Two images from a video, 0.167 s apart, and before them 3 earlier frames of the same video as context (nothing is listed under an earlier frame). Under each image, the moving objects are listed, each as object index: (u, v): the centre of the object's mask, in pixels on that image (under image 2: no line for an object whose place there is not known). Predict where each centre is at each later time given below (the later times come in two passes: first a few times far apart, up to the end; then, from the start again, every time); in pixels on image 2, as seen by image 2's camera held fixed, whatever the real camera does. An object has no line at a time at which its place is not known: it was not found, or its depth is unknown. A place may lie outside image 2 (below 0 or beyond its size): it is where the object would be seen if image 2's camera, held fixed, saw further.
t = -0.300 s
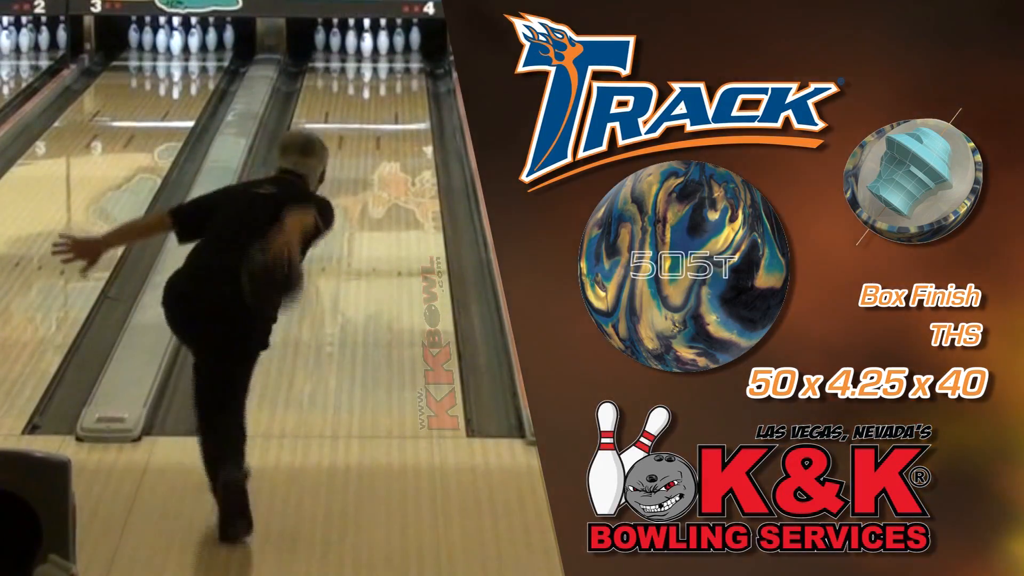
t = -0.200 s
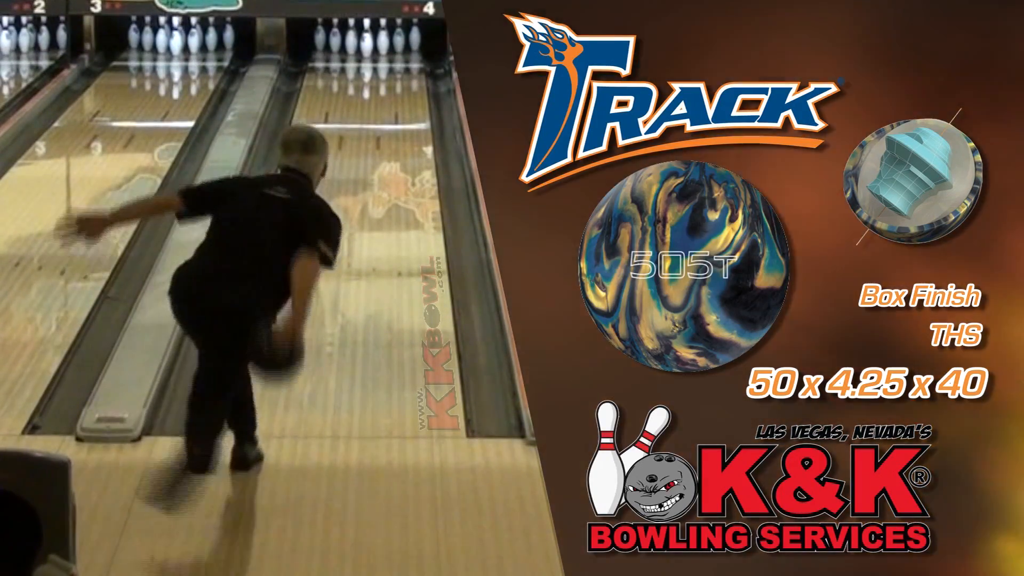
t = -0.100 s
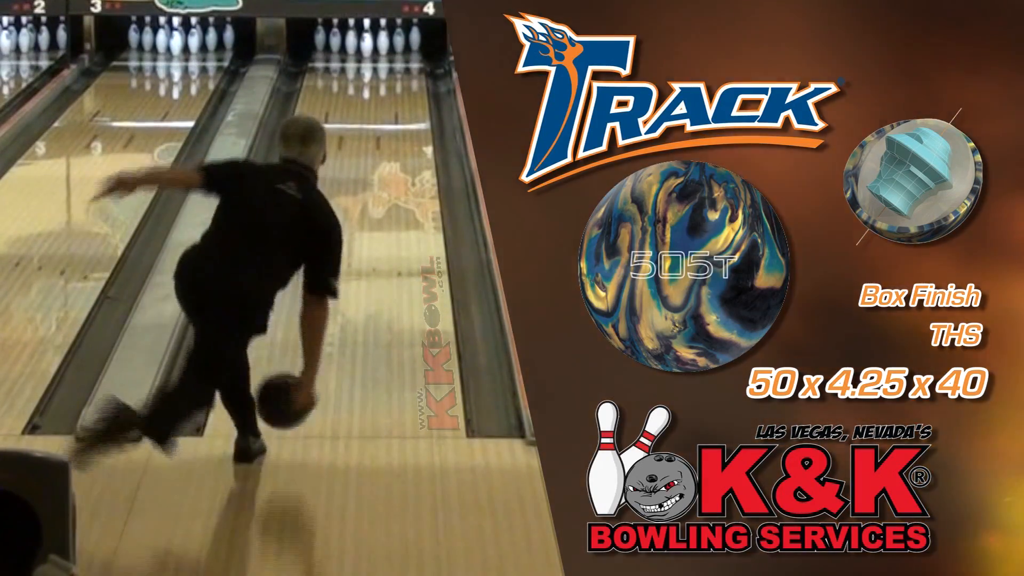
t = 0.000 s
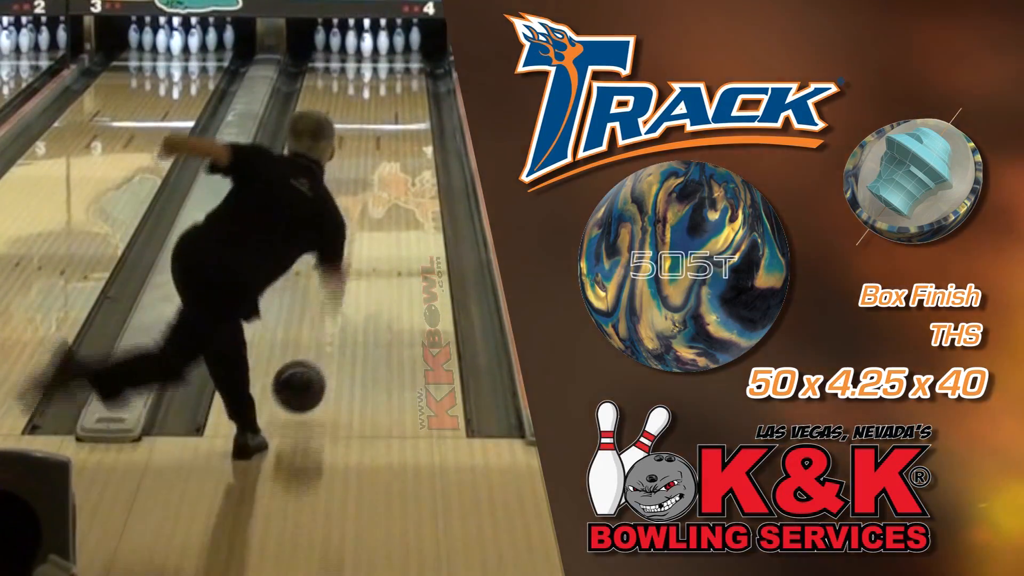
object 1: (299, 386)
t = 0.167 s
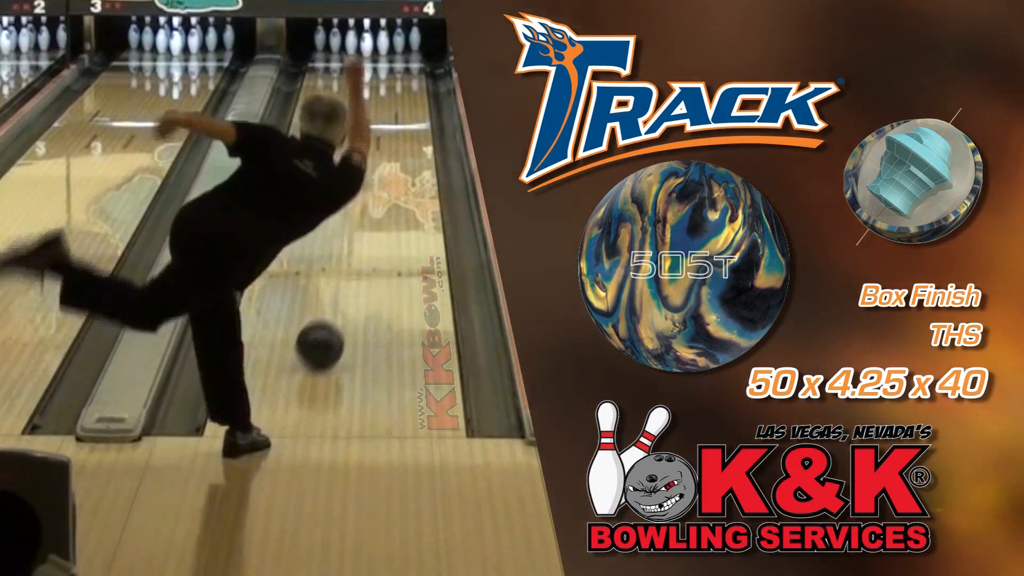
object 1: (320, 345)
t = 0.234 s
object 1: (327, 326)
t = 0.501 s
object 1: (350, 261)
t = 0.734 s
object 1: (365, 217)
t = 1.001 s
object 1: (377, 175)
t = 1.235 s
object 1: (387, 145)
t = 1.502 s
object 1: (394, 115)
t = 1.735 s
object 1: (397, 94)
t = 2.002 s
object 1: (394, 73)
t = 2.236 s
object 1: (386, 59)
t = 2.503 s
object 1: (375, 48)
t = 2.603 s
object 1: (376, 46)
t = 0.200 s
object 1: (323, 336)
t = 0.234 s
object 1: (327, 326)
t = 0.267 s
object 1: (330, 318)
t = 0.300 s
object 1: (333, 309)
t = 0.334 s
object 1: (336, 300)
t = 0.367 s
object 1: (339, 292)
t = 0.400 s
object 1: (342, 284)
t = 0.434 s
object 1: (345, 276)
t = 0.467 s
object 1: (347, 268)
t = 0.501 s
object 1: (350, 261)
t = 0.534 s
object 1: (352, 255)
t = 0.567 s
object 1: (354, 248)
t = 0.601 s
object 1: (356, 243)
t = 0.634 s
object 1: (373, 234)
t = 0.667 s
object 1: (368, 228)
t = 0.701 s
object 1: (366, 223)
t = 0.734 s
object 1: (365, 217)
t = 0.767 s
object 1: (367, 212)
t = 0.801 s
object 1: (368, 206)
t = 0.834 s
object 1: (370, 200)
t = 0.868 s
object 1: (372, 195)
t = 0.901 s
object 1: (373, 190)
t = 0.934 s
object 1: (375, 185)
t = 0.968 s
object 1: (376, 180)
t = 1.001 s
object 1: (377, 175)
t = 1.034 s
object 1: (379, 171)
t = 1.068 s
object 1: (380, 166)
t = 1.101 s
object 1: (382, 162)
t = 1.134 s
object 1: (383, 157)
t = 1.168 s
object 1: (384, 153)
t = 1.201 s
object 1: (386, 149)
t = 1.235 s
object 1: (387, 145)
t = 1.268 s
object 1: (388, 141)
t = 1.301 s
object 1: (389, 137)
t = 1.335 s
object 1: (390, 133)
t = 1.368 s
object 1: (390, 129)
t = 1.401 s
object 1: (391, 126)
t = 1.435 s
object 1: (392, 123)
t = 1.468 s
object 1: (393, 119)
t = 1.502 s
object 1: (394, 115)
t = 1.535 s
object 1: (395, 112)
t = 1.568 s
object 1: (395, 109)
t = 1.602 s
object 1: (396, 107)
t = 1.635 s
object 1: (396, 103)
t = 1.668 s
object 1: (396, 100)
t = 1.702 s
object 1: (397, 97)
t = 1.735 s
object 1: (397, 94)
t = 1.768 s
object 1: (397, 91)
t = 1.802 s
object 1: (397, 88)
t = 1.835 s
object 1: (397, 86)
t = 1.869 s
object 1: (397, 83)
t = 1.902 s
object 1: (396, 81)
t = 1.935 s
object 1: (396, 78)
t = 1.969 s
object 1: (395, 76)
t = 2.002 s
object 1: (394, 73)
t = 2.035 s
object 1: (393, 71)
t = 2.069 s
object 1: (392, 69)
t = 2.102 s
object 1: (391, 67)
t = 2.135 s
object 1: (390, 65)
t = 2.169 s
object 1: (389, 63)
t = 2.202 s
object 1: (387, 61)
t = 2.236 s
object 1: (386, 59)
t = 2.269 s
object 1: (385, 56)
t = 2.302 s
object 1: (383, 55)
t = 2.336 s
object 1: (382, 53)
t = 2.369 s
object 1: (380, 51)
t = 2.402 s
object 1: (376, 50)
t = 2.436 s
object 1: (375, 48)
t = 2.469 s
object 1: (375, 48)
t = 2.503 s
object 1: (375, 48)
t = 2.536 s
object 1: (375, 47)
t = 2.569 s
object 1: (376, 47)
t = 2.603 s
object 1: (376, 46)
